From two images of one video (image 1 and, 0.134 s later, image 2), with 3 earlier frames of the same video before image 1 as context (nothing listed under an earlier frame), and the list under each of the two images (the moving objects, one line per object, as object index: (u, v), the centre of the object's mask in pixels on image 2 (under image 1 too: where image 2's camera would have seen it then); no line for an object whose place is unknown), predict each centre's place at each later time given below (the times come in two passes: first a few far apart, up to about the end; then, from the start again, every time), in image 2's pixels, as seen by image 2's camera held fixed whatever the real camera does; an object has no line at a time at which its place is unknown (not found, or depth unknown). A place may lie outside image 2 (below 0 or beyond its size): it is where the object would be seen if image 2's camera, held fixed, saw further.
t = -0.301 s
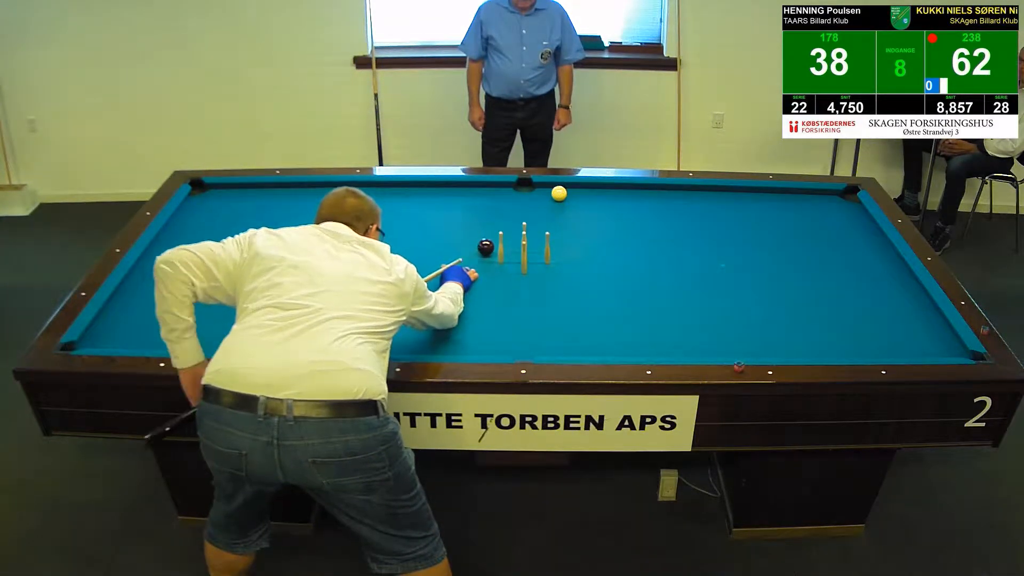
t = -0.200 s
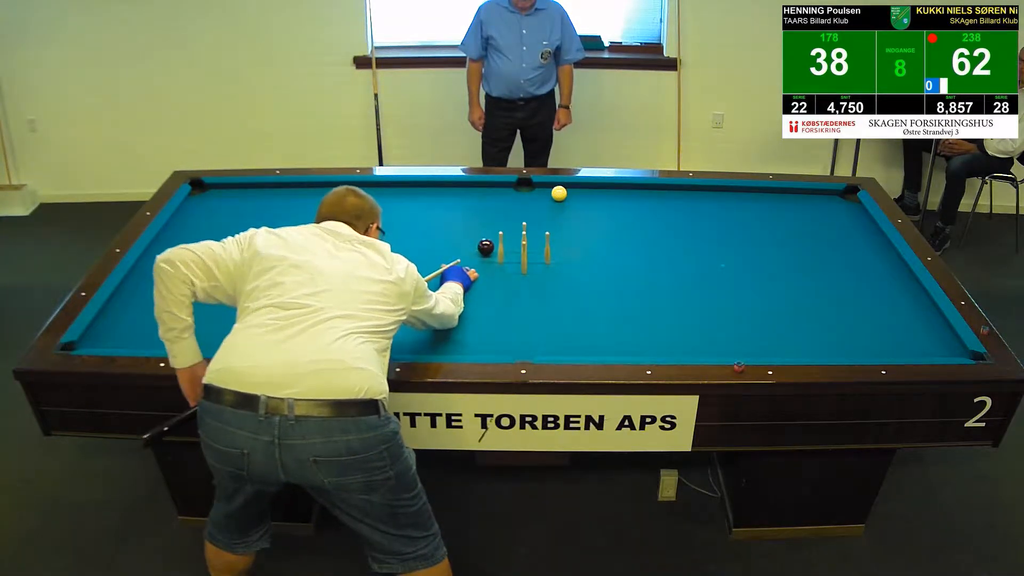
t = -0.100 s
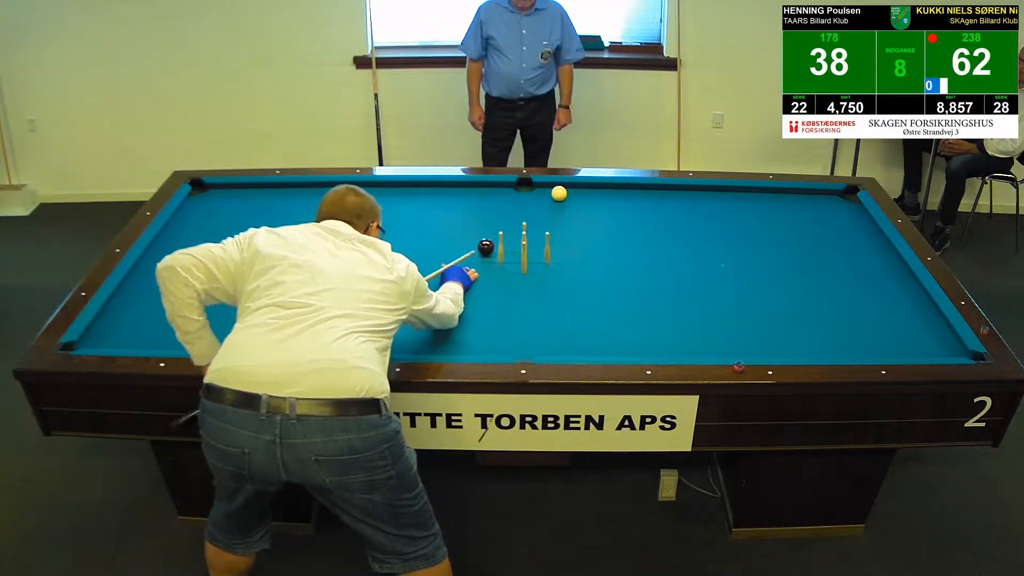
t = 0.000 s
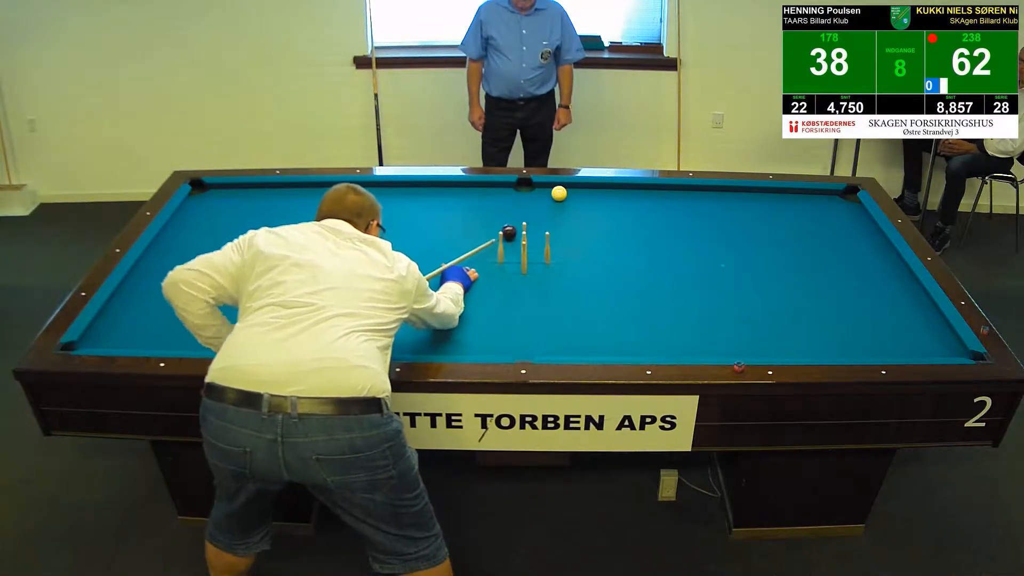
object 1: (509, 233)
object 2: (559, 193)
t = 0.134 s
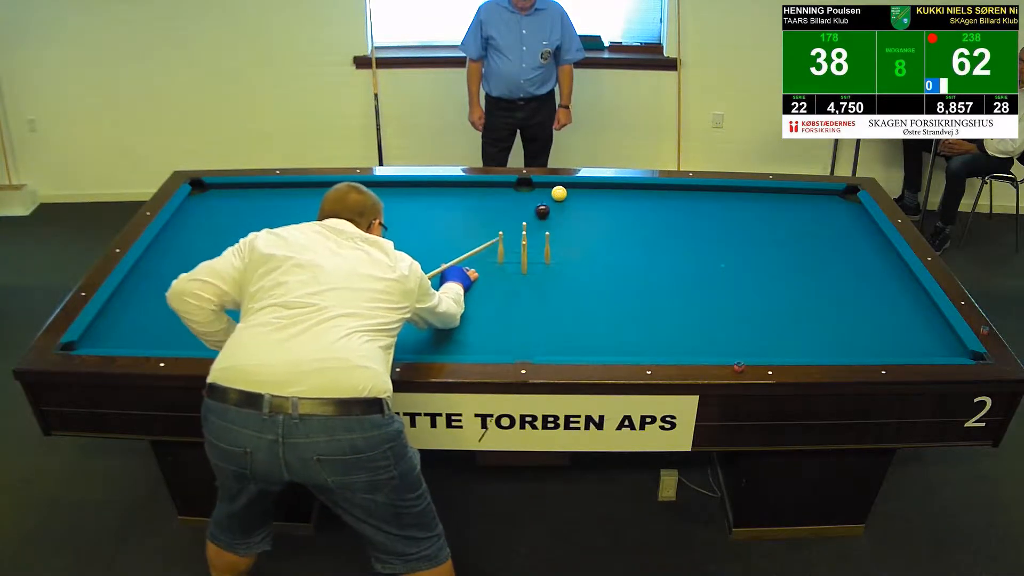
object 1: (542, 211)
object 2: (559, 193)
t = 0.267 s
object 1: (571, 199)
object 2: (558, 187)
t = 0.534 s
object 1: (628, 192)
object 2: (562, 203)
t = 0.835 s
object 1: (681, 192)
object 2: (568, 224)
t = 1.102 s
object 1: (725, 198)
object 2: (573, 245)
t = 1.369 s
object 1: (767, 205)
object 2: (579, 267)
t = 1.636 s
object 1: (809, 211)
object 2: (585, 290)
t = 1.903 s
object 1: (850, 218)
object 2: (591, 315)
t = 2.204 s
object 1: (856, 224)
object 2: (599, 346)
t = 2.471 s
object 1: (839, 230)
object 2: (601, 342)
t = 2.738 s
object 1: (820, 235)
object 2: (600, 327)
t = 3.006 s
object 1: (802, 240)
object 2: (600, 313)
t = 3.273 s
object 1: (784, 246)
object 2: (599, 300)
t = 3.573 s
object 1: (763, 252)
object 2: (599, 286)
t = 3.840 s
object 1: (745, 258)
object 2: (598, 276)
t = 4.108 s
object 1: (727, 264)
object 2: (597, 266)
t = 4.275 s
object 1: (716, 267)
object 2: (597, 260)
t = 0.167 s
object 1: (549, 207)
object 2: (559, 193)
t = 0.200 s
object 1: (556, 202)
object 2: (559, 192)
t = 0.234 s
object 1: (564, 200)
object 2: (558, 190)
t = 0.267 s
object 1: (571, 199)
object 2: (558, 187)
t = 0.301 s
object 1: (579, 199)
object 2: (558, 186)
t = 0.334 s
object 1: (586, 198)
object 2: (559, 188)
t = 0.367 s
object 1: (593, 197)
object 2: (560, 191)
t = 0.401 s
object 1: (600, 196)
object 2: (560, 194)
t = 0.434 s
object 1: (607, 195)
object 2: (561, 196)
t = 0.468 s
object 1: (614, 194)
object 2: (561, 198)
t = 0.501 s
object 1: (621, 193)
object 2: (562, 200)
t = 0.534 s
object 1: (628, 192)
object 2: (562, 203)
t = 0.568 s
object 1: (634, 191)
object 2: (563, 205)
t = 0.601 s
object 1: (641, 190)
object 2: (564, 207)
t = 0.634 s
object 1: (648, 188)
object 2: (564, 209)
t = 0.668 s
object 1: (654, 188)
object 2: (565, 212)
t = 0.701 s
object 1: (659, 189)
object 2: (566, 214)
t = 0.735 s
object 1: (665, 190)
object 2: (566, 217)
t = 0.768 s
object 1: (670, 191)
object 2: (567, 219)
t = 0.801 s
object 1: (676, 191)
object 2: (567, 222)
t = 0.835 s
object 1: (681, 192)
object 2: (568, 224)
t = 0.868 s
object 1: (686, 193)
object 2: (569, 227)
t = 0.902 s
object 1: (692, 193)
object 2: (569, 229)
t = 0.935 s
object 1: (698, 194)
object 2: (570, 232)
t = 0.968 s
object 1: (703, 195)
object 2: (571, 234)
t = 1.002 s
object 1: (709, 195)
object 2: (571, 237)
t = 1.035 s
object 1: (714, 196)
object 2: (572, 239)
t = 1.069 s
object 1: (719, 197)
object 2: (573, 242)
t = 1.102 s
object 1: (725, 198)
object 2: (573, 245)
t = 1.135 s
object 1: (730, 199)
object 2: (574, 247)
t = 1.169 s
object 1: (735, 200)
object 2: (575, 250)
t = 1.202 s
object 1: (741, 201)
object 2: (575, 253)
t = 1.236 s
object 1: (746, 201)
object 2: (576, 256)
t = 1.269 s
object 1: (751, 202)
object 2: (577, 258)
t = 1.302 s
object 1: (757, 203)
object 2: (578, 261)
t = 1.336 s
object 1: (762, 204)
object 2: (578, 264)
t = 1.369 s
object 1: (767, 205)
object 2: (579, 267)
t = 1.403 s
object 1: (772, 205)
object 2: (580, 270)
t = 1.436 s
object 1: (778, 206)
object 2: (581, 272)
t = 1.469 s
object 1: (783, 207)
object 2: (581, 275)
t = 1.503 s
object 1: (788, 208)
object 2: (582, 278)
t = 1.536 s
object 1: (793, 209)
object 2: (583, 281)
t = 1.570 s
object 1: (799, 210)
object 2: (584, 284)
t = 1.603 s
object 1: (804, 211)
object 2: (584, 287)
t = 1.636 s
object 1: (809, 211)
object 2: (585, 290)
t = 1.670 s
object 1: (815, 212)
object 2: (586, 293)
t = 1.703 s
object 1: (820, 213)
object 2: (587, 296)
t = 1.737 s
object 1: (825, 214)
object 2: (587, 300)
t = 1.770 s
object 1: (830, 215)
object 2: (588, 303)
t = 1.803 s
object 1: (835, 215)
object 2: (589, 306)
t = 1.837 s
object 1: (840, 216)
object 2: (590, 309)
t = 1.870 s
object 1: (845, 217)
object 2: (591, 312)
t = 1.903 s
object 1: (850, 218)
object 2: (591, 315)
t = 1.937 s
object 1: (855, 219)
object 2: (592, 318)
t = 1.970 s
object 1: (861, 220)
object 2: (593, 322)
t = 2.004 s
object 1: (866, 221)
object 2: (594, 325)
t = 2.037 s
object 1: (868, 221)
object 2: (595, 328)
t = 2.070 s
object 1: (865, 222)
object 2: (595, 332)
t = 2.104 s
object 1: (863, 222)
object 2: (596, 335)
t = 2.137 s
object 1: (861, 223)
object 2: (597, 339)
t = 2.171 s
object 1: (859, 224)
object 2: (598, 342)
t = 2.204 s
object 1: (856, 224)
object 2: (599, 346)
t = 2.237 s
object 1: (854, 225)
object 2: (600, 348)
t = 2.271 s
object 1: (852, 226)
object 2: (601, 350)
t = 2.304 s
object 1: (849, 226)
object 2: (601, 351)
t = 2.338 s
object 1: (847, 227)
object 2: (601, 349)
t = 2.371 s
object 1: (845, 227)
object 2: (601, 347)
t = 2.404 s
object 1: (843, 228)
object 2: (601, 346)
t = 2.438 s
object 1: (841, 229)
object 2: (601, 344)
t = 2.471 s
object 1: (839, 230)
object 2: (601, 342)
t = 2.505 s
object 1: (836, 230)
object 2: (601, 340)
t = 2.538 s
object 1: (834, 231)
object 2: (600, 338)
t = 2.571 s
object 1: (832, 232)
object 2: (601, 336)
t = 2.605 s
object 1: (829, 232)
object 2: (600, 334)
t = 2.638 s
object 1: (827, 233)
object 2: (600, 332)
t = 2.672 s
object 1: (825, 234)
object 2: (600, 330)
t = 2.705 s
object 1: (823, 234)
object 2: (600, 328)
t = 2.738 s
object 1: (820, 235)
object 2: (600, 327)
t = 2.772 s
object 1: (818, 236)
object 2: (600, 325)
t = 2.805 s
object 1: (816, 236)
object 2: (600, 323)
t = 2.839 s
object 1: (813, 237)
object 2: (600, 321)
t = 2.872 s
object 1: (811, 238)
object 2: (600, 320)
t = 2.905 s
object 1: (809, 239)
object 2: (600, 318)
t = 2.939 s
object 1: (807, 239)
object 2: (600, 316)
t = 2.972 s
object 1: (804, 240)
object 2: (600, 314)
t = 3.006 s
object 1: (802, 240)
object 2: (600, 313)
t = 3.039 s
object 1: (800, 241)
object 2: (600, 311)
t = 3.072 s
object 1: (797, 242)
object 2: (600, 309)
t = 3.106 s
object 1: (795, 243)
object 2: (600, 308)
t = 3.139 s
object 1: (793, 243)
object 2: (600, 306)
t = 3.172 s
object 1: (791, 244)
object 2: (599, 305)
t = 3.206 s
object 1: (788, 245)
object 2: (599, 303)
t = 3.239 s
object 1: (786, 246)
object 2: (599, 301)
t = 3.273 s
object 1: (784, 246)
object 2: (599, 300)
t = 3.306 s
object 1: (782, 247)
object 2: (599, 298)
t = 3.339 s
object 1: (779, 247)
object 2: (599, 297)
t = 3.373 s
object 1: (777, 248)
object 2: (599, 295)
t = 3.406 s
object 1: (775, 249)
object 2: (599, 294)
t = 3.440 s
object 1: (772, 250)
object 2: (599, 292)
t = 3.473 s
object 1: (770, 250)
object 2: (599, 291)
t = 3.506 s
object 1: (768, 251)
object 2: (599, 289)
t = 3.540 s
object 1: (765, 252)
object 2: (599, 288)
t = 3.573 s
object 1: (763, 252)
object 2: (599, 286)
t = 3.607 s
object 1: (761, 253)
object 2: (599, 285)
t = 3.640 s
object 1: (759, 254)
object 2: (599, 284)
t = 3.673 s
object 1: (756, 254)
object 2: (599, 282)
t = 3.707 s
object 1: (754, 255)
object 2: (599, 281)
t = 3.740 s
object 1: (752, 256)
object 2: (599, 280)
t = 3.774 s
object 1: (750, 257)
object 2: (599, 278)
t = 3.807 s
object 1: (747, 257)
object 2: (598, 277)
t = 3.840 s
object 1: (745, 258)
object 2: (598, 276)
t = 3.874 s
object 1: (743, 259)
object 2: (598, 275)
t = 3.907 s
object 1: (741, 259)
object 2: (598, 273)
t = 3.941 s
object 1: (738, 260)
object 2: (598, 272)
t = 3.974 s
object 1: (736, 261)
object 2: (598, 271)
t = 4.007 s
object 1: (734, 261)
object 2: (598, 270)
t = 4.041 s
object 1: (732, 262)
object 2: (598, 268)
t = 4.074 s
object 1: (729, 263)
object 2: (598, 267)
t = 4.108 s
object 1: (727, 264)
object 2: (597, 266)
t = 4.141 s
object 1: (725, 264)
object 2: (598, 265)
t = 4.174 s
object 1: (723, 265)
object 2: (598, 264)
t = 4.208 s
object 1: (720, 266)
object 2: (598, 262)
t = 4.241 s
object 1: (718, 266)
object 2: (598, 261)
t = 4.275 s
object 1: (716, 267)
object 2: (597, 260)
